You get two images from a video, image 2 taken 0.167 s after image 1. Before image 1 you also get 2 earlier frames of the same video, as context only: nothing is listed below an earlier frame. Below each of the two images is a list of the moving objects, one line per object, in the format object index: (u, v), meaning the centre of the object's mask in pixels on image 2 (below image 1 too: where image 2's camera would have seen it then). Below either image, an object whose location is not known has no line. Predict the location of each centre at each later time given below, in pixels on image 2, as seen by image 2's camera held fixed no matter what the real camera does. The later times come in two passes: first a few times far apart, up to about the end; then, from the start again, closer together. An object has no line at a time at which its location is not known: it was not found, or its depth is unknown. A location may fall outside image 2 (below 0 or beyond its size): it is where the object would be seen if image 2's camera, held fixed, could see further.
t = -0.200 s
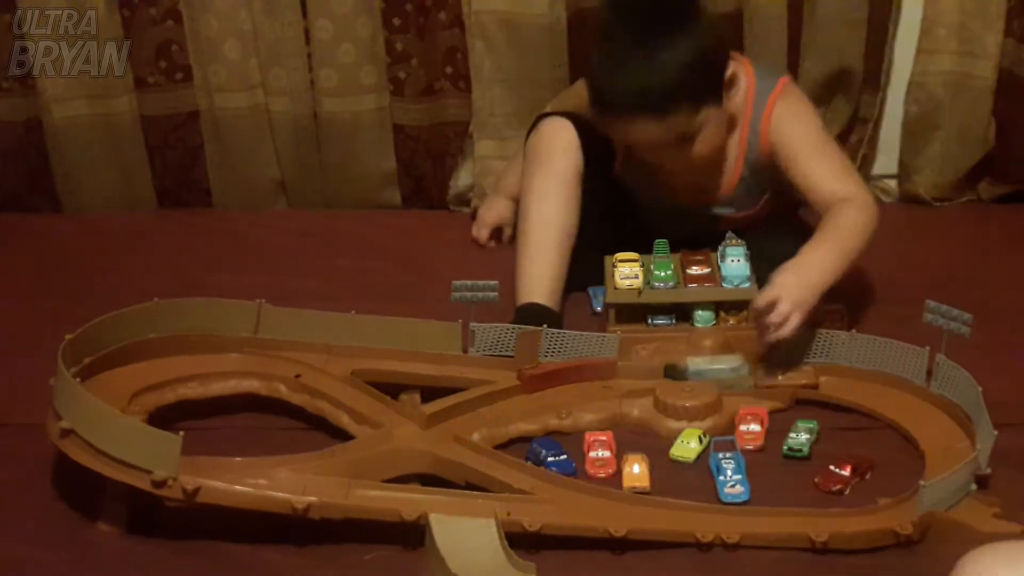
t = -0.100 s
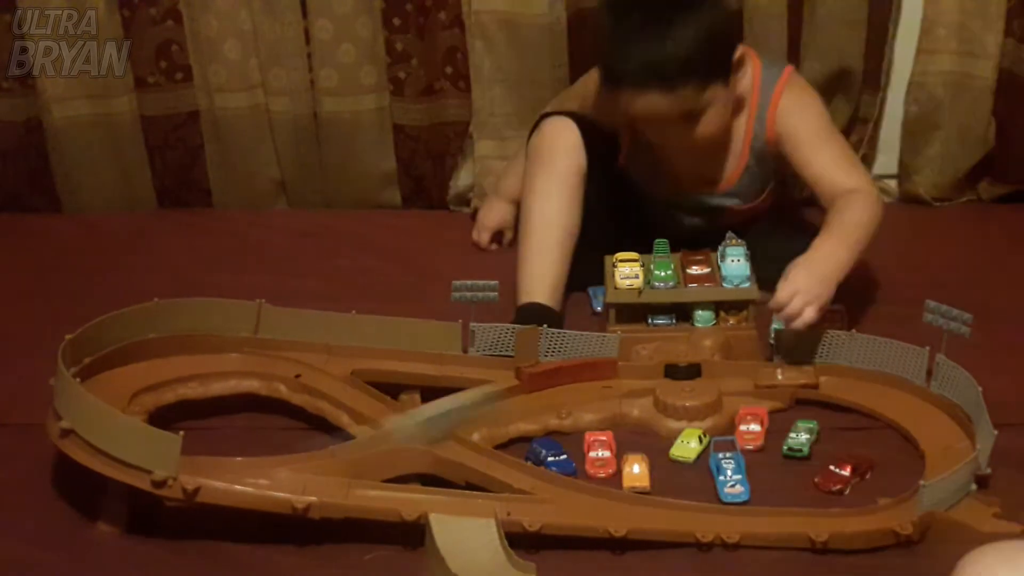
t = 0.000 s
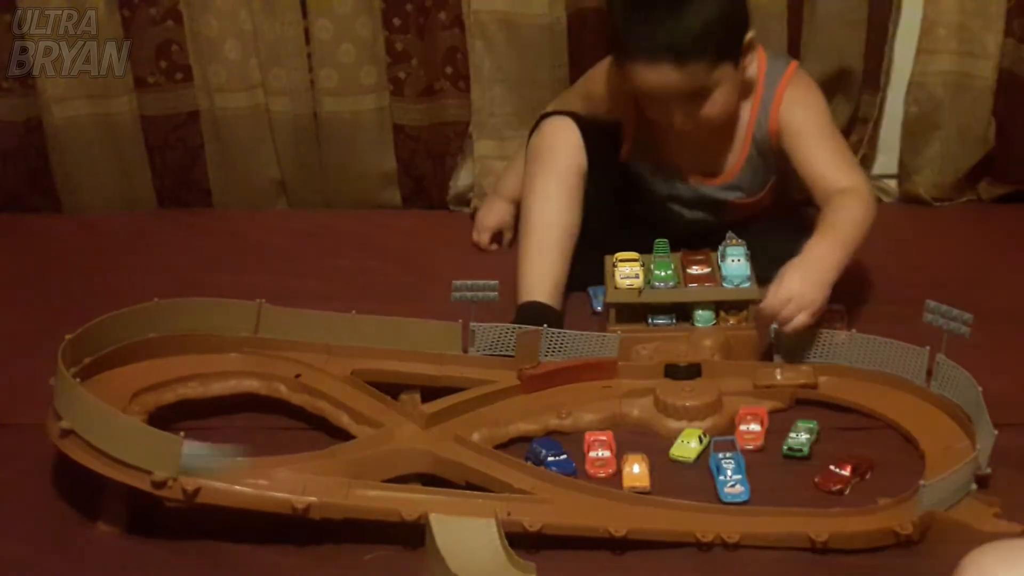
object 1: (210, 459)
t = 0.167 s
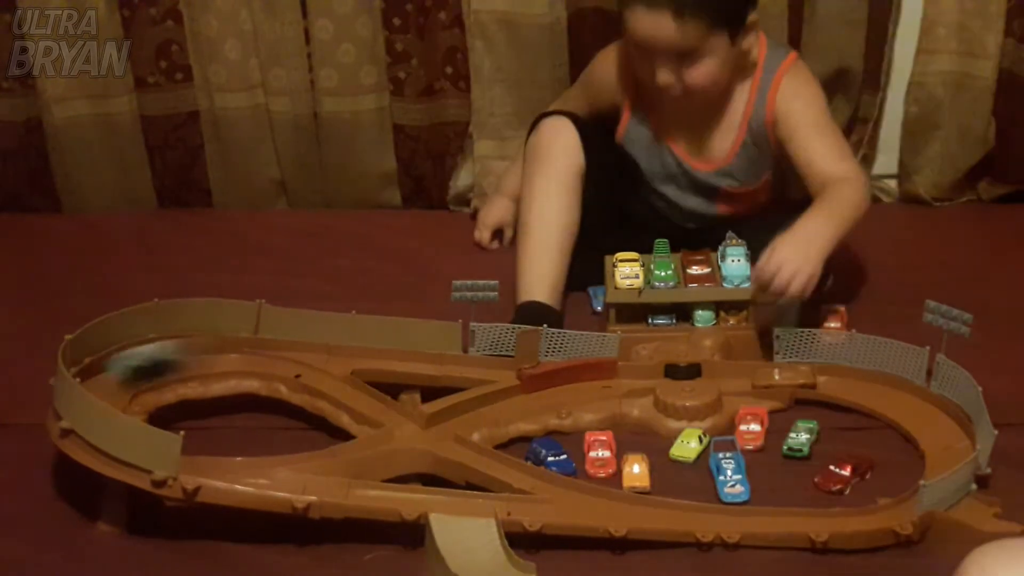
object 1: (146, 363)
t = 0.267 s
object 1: (249, 354)
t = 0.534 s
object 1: (400, 413)
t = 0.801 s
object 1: (480, 450)
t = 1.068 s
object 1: (488, 454)
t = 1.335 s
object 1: (488, 454)
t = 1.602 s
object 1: (488, 454)
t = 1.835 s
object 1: (488, 454)
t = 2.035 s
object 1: (488, 454)
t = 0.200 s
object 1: (183, 355)
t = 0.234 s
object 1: (215, 353)
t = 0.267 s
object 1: (249, 354)
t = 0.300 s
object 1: (280, 358)
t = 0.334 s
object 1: (305, 364)
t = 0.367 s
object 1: (323, 371)
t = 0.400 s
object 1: (339, 378)
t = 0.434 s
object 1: (358, 388)
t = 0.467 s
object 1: (372, 396)
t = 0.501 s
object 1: (386, 403)
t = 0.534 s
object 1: (400, 413)
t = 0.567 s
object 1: (412, 419)
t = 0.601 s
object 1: (425, 426)
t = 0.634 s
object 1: (439, 433)
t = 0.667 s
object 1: (451, 438)
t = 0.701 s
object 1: (459, 441)
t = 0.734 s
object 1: (468, 445)
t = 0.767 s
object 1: (474, 448)
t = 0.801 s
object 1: (480, 450)
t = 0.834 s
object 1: (484, 452)
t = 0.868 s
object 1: (486, 453)
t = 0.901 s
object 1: (488, 454)
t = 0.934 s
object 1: (488, 454)
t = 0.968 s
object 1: (488, 454)
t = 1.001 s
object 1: (488, 454)
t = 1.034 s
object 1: (488, 454)
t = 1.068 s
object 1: (488, 454)
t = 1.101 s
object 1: (488, 454)
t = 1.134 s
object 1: (488, 454)
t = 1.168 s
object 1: (488, 454)
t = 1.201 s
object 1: (488, 454)
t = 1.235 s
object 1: (488, 454)
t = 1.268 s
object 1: (488, 454)
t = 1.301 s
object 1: (488, 454)
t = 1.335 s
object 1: (488, 454)
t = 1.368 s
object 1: (488, 454)
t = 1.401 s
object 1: (488, 454)
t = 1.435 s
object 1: (488, 454)
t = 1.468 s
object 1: (488, 454)
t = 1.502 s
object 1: (488, 454)
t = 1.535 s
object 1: (488, 454)
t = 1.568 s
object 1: (488, 454)
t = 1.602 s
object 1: (488, 454)
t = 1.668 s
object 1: (488, 454)
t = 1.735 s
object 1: (488, 454)
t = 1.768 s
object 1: (488, 454)
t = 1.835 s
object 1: (488, 454)
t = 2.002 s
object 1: (488, 454)
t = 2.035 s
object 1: (488, 454)
